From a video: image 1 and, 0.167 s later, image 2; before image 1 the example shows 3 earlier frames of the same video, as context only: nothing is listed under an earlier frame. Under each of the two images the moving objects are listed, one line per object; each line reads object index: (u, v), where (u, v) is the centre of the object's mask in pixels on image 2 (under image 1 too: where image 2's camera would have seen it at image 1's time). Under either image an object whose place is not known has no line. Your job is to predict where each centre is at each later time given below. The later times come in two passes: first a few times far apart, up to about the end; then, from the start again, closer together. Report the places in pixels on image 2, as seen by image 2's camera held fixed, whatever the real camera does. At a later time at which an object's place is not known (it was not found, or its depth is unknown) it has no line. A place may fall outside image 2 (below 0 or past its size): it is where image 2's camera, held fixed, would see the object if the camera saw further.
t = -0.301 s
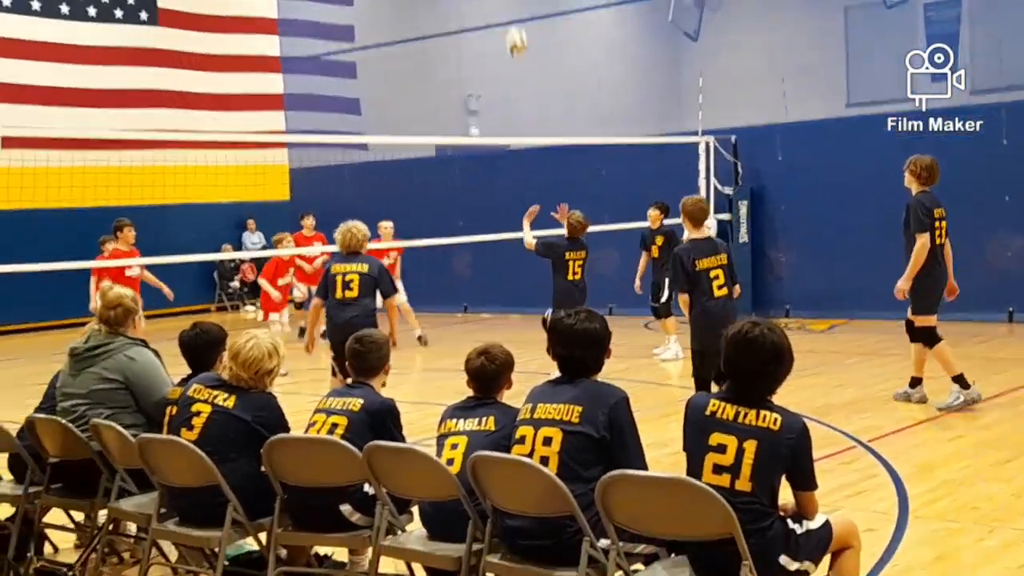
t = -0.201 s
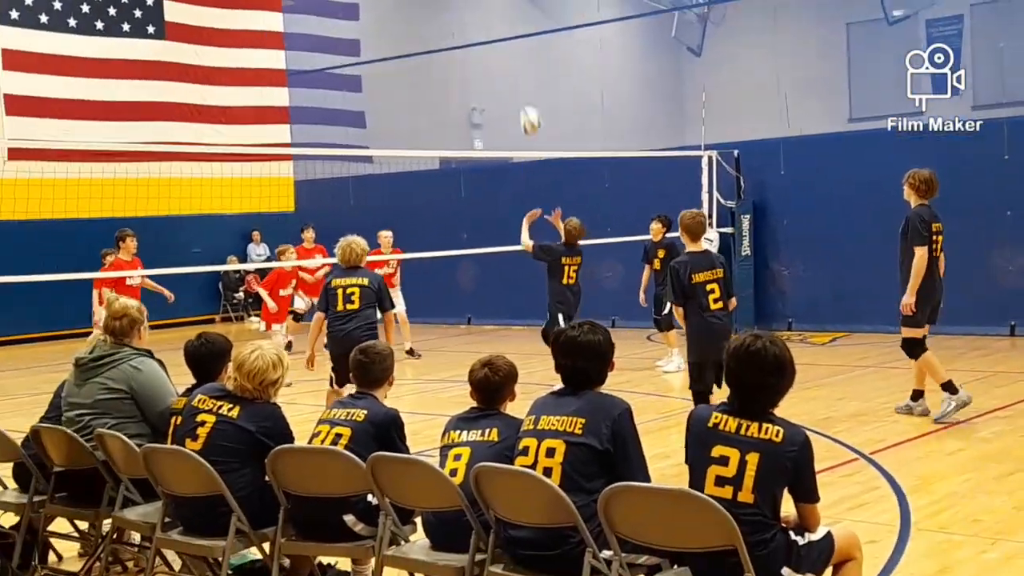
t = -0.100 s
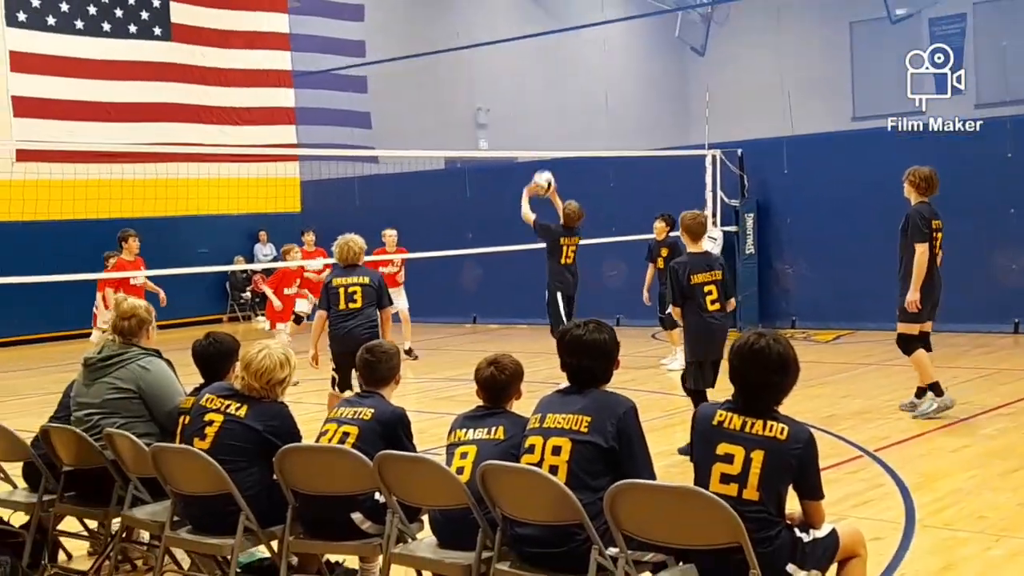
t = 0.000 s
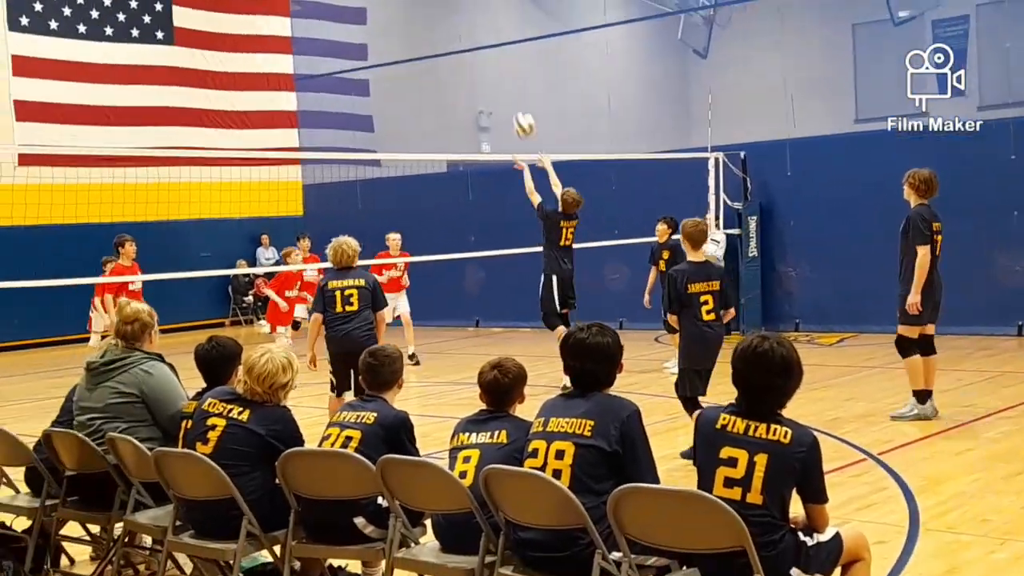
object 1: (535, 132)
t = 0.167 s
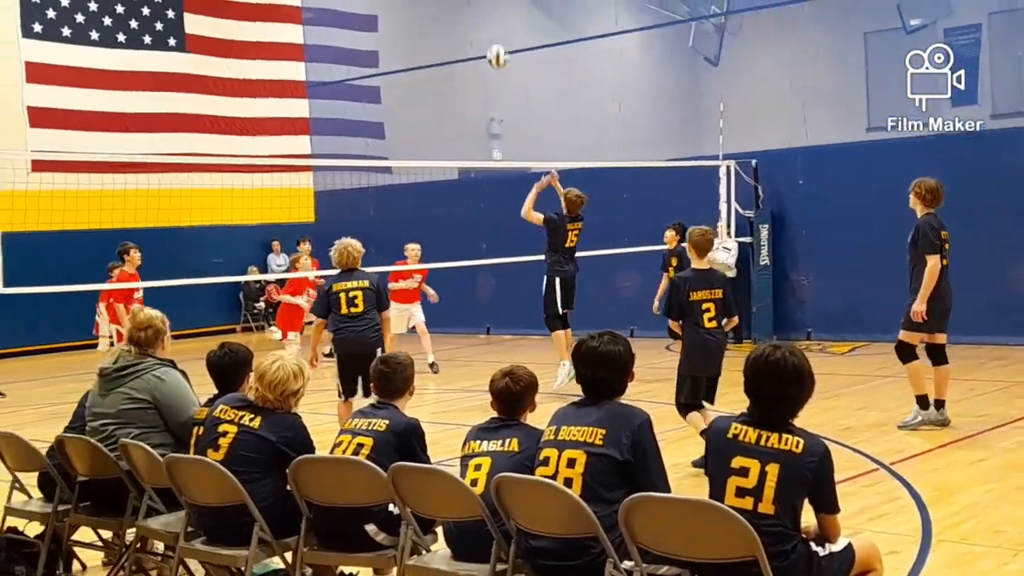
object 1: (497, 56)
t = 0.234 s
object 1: (484, 36)
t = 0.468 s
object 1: (441, 6)
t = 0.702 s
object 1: (407, 33)
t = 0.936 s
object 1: (383, 96)
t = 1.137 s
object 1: (367, 179)
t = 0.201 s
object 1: (490, 45)
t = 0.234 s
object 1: (484, 36)
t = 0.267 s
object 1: (477, 28)
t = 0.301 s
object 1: (471, 22)
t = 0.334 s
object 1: (465, 17)
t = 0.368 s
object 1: (458, 12)
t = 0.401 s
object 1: (452, 9)
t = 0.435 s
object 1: (448, 8)
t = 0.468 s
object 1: (441, 6)
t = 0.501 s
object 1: (436, 7)
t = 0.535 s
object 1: (431, 9)
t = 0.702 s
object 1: (407, 33)
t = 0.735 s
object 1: (403, 40)
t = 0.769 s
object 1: (400, 47)
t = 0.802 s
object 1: (396, 56)
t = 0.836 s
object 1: (393, 65)
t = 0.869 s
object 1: (390, 74)
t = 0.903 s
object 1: (386, 84)
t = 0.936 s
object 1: (383, 96)
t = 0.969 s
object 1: (380, 108)
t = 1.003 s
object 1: (377, 120)
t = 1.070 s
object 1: (372, 146)
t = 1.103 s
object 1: (369, 159)
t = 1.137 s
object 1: (367, 179)
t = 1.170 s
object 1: (364, 191)
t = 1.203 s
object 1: (362, 207)
